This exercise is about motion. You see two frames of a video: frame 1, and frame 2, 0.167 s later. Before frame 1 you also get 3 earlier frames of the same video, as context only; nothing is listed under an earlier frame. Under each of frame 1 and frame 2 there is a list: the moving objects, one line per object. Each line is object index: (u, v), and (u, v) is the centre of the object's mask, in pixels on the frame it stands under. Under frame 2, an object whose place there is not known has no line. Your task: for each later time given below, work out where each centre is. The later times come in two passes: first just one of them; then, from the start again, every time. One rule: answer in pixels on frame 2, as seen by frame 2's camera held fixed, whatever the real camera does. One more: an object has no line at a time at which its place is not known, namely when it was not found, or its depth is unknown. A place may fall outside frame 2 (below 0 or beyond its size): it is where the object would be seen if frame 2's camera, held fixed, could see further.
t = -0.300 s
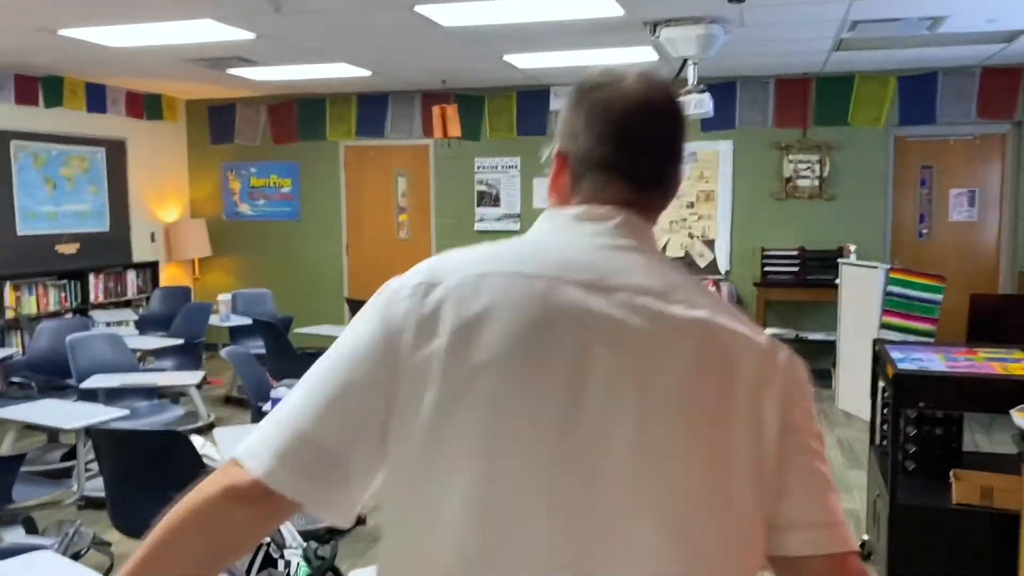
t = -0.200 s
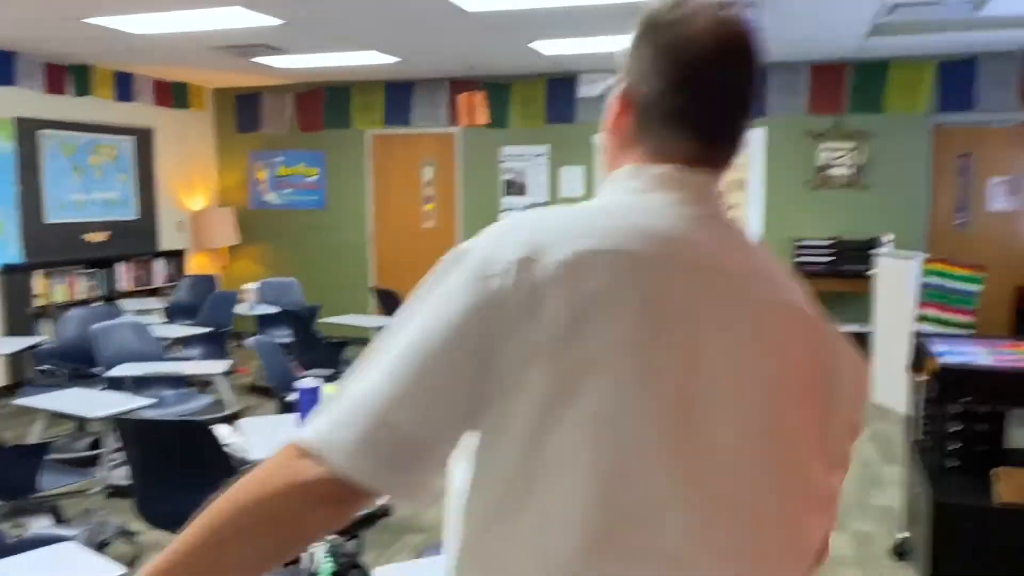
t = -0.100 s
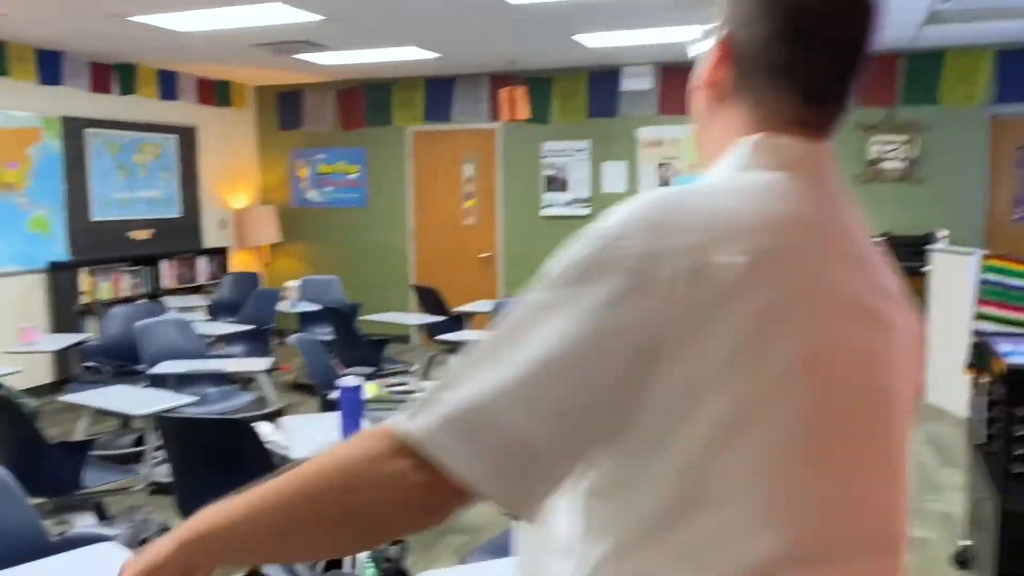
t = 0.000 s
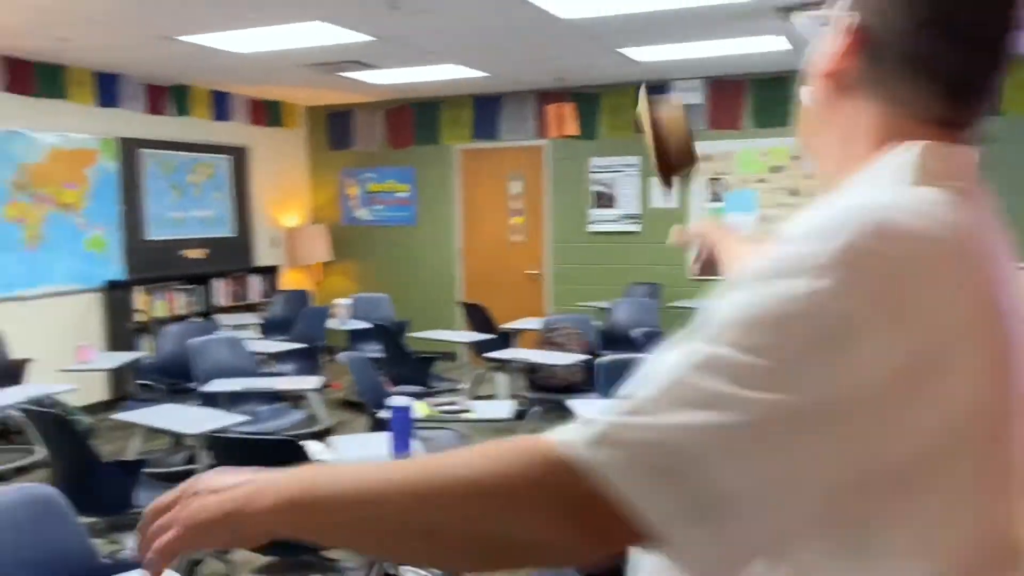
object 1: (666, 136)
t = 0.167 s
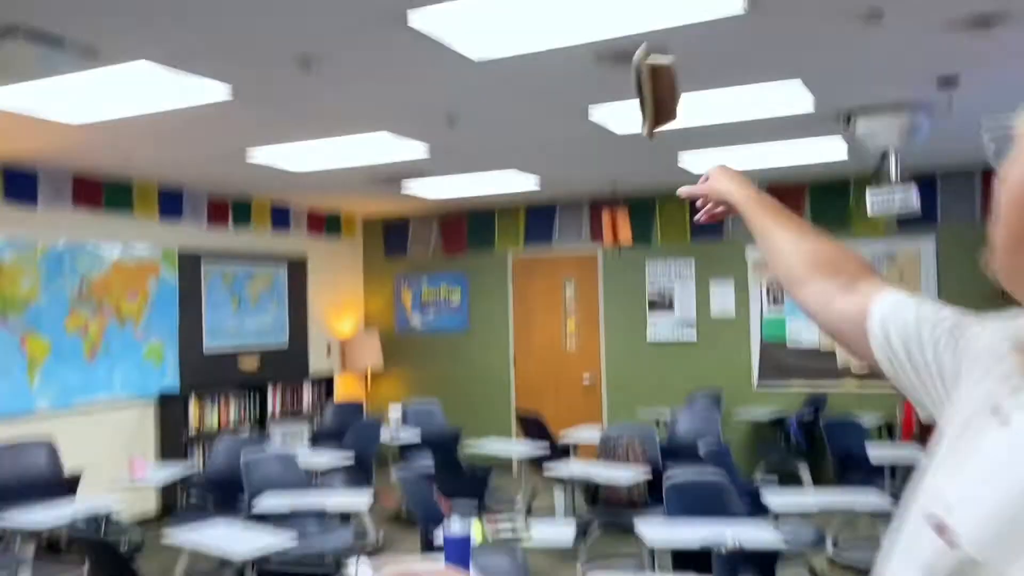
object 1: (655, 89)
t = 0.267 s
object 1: (622, 63)
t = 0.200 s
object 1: (639, 72)
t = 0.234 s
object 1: (630, 63)
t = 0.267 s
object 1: (622, 63)
